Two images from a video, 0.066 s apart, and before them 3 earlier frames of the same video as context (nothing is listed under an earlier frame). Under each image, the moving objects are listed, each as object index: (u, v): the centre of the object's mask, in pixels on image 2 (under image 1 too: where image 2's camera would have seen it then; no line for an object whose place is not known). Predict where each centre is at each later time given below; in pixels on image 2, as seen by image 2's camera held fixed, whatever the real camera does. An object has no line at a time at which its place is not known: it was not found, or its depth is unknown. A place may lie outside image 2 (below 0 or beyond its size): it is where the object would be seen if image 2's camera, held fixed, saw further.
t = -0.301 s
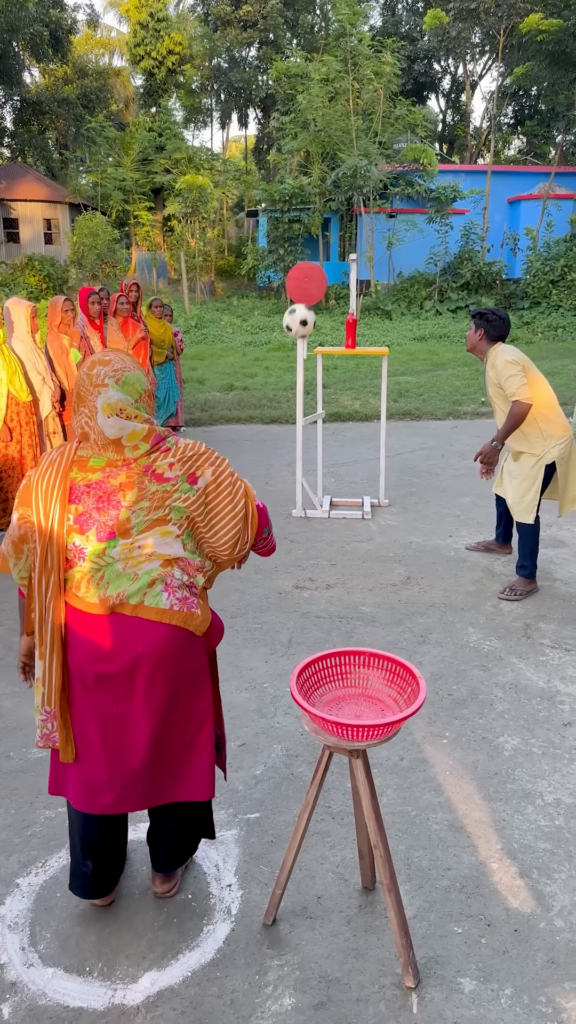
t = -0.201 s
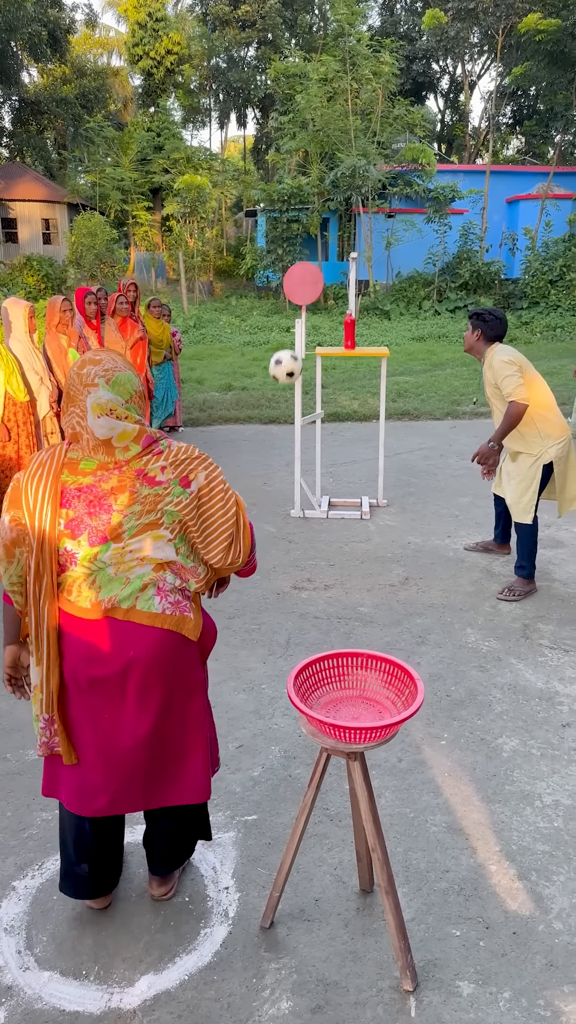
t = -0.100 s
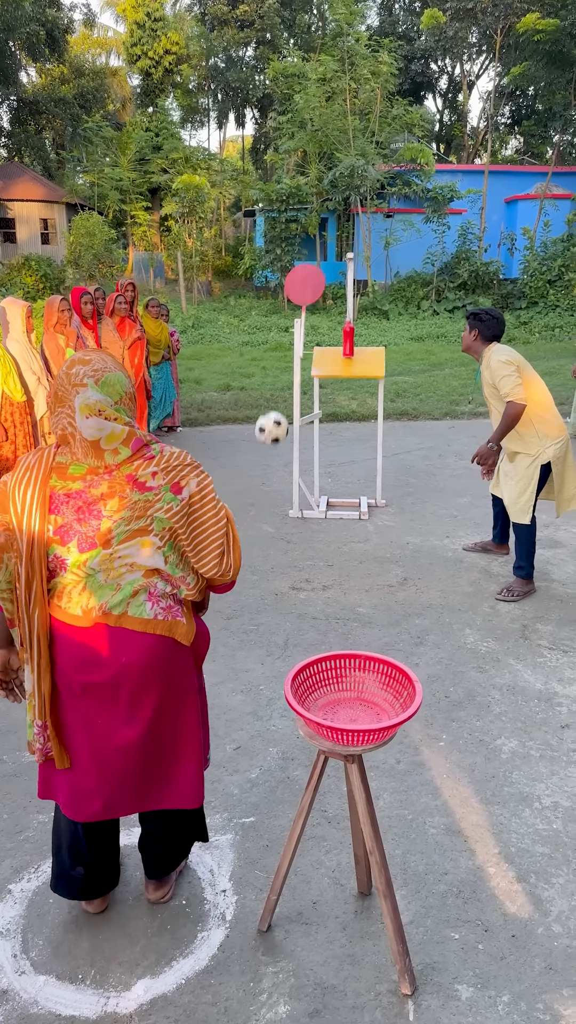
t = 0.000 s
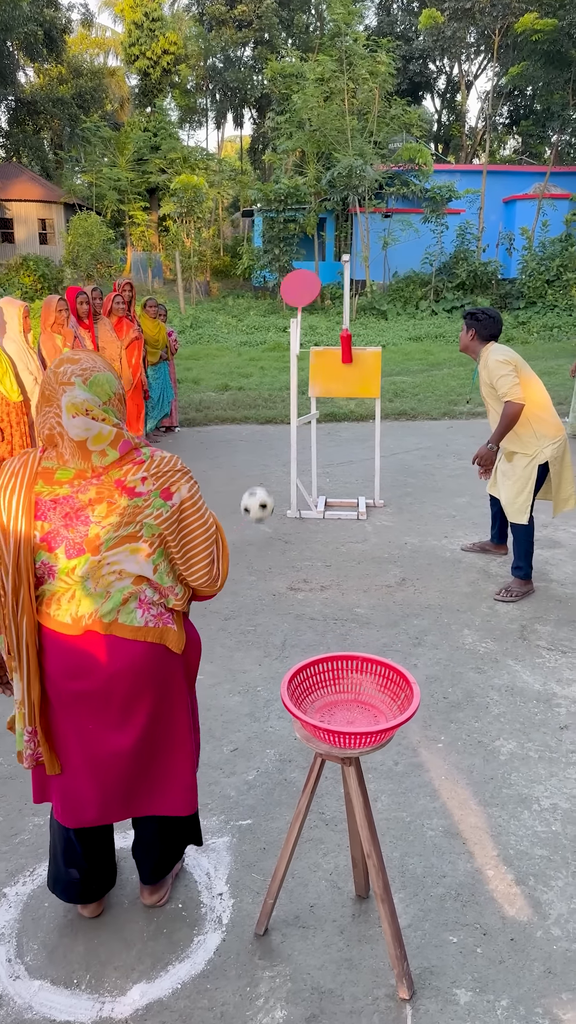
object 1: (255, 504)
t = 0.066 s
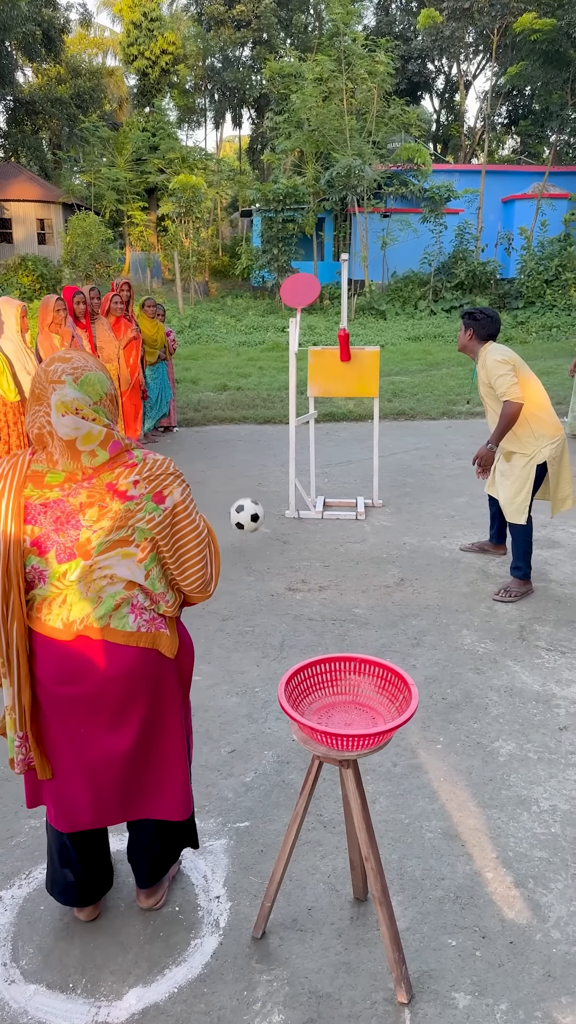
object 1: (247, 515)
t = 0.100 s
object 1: (242, 499)
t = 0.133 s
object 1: (238, 484)
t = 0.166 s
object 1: (233, 470)
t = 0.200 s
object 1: (225, 457)
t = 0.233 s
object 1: (225, 446)
